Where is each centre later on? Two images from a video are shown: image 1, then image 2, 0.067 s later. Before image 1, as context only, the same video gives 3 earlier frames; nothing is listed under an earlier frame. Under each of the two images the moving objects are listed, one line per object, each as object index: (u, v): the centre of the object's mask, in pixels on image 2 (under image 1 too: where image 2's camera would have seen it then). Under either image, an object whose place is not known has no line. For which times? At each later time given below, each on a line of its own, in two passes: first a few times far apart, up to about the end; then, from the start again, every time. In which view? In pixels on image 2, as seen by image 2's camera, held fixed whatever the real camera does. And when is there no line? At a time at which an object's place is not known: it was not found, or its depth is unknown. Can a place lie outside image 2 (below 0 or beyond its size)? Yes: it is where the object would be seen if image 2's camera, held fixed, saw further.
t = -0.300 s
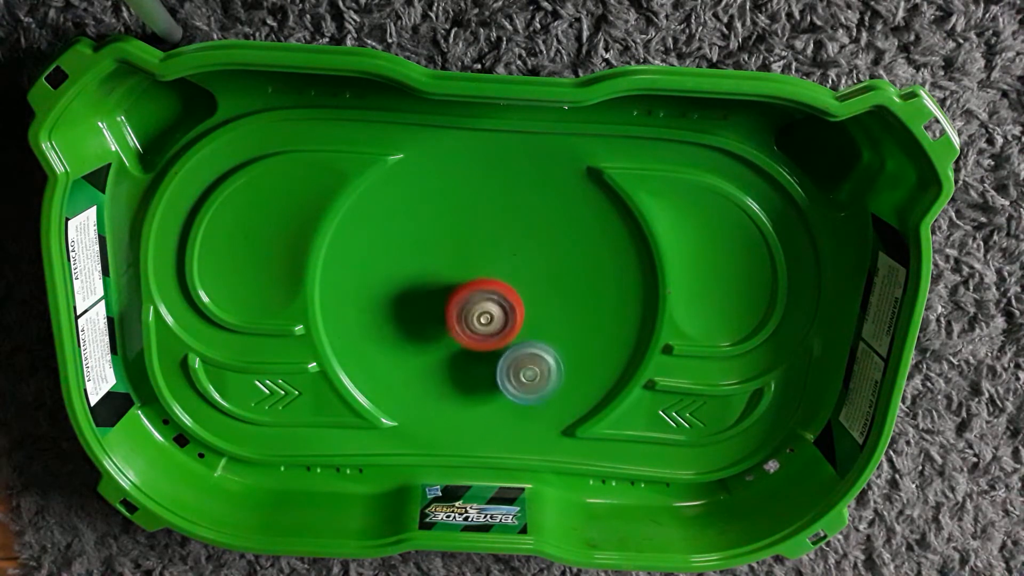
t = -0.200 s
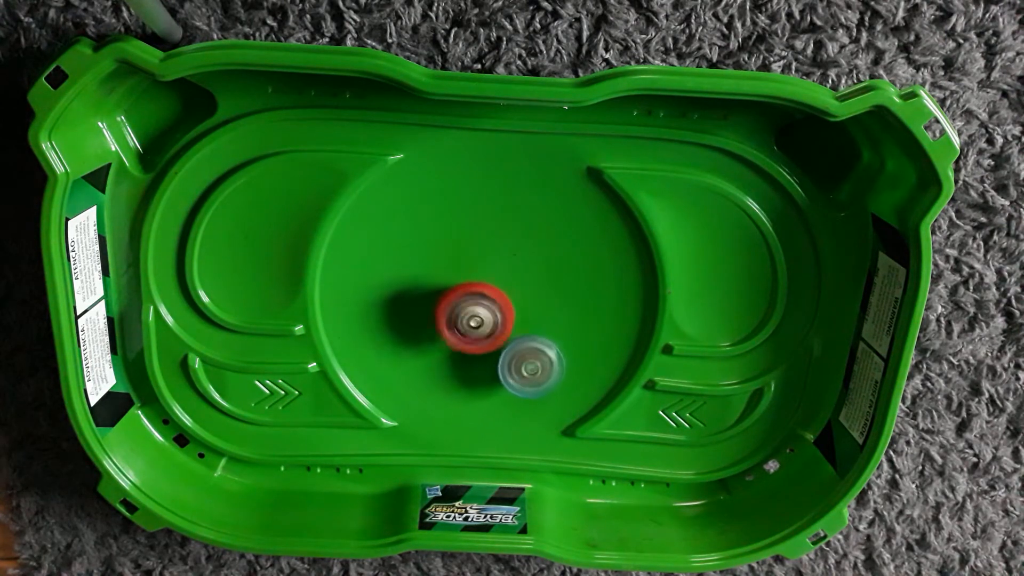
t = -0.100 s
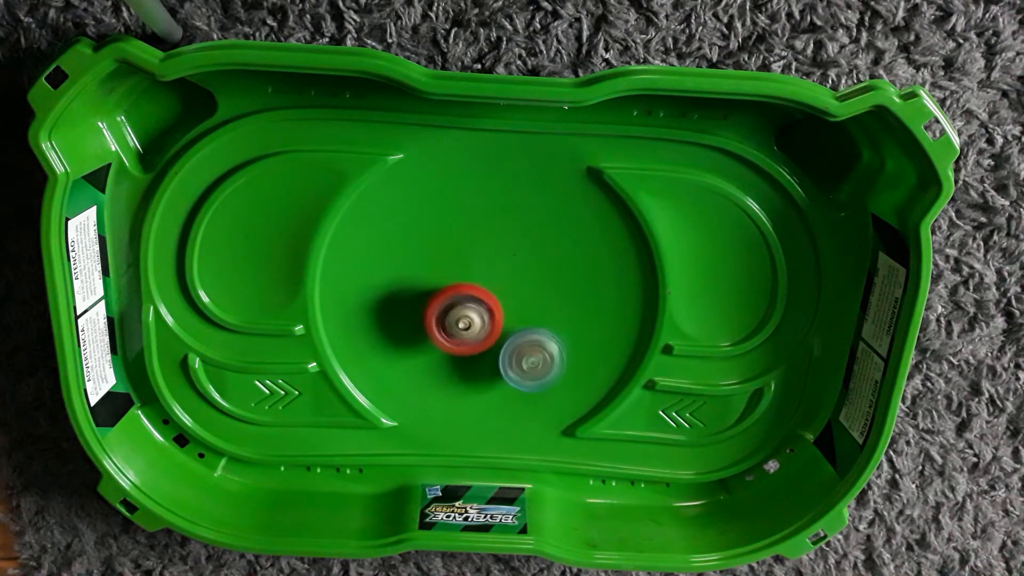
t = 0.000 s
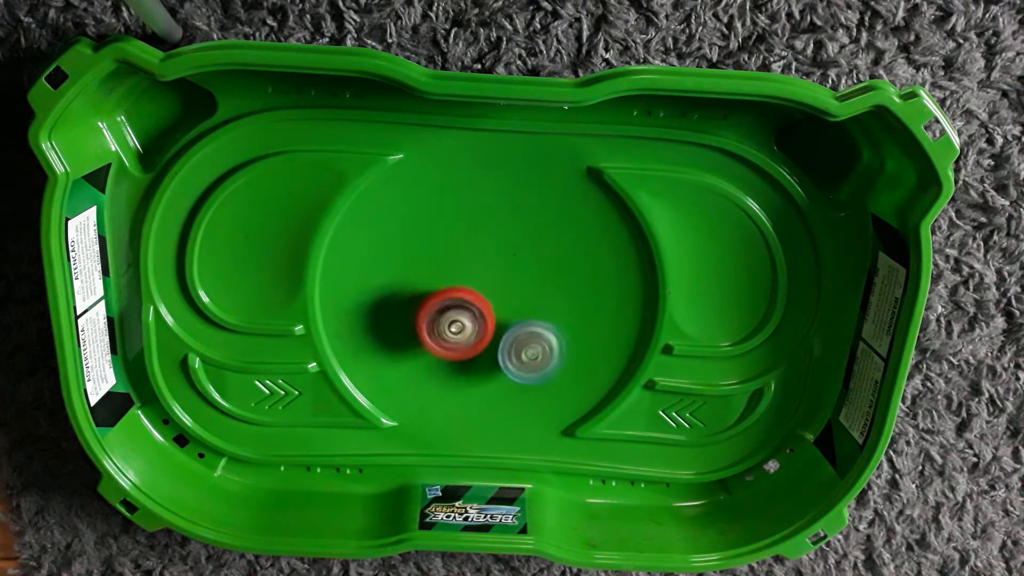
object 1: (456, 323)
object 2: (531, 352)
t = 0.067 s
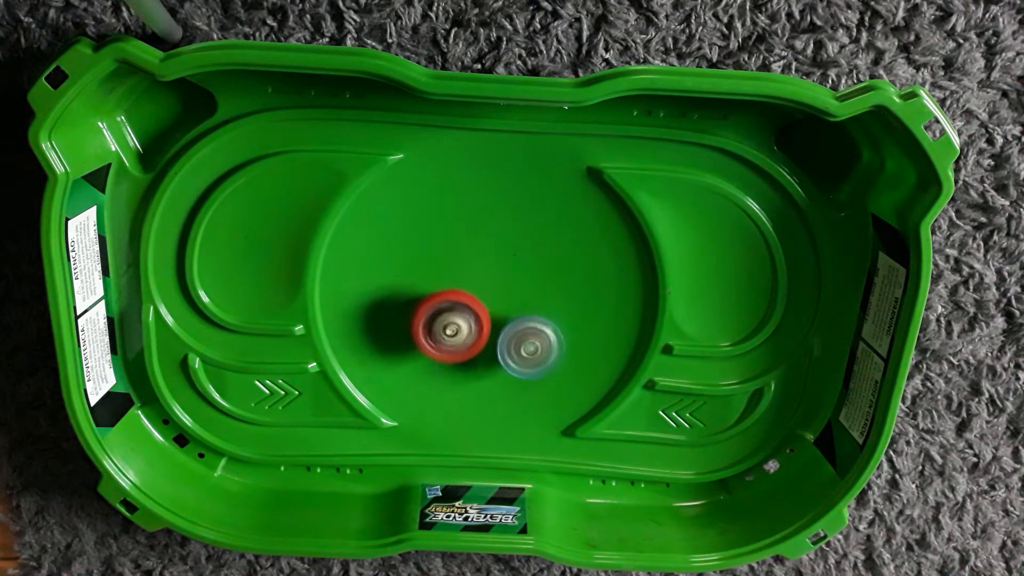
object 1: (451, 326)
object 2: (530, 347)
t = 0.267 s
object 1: (447, 336)
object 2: (524, 328)
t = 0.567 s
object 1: (446, 343)
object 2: (537, 307)
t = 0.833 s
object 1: (470, 341)
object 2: (534, 302)
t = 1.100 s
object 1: (465, 354)
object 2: (535, 300)
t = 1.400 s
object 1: (472, 359)
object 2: (521, 303)
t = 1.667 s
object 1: (470, 368)
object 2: (525, 283)
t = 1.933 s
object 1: (479, 351)
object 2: (517, 288)
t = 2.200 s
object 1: (468, 359)
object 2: (513, 288)
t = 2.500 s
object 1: (465, 368)
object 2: (510, 290)
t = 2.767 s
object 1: (460, 381)
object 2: (515, 282)
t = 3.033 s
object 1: (474, 360)
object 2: (512, 290)
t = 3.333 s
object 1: (466, 355)
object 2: (507, 289)
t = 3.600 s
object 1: (467, 360)
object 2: (498, 287)
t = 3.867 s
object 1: (471, 361)
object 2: (493, 289)
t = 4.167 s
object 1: (488, 371)
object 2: (498, 273)
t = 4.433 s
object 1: (501, 357)
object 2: (501, 276)
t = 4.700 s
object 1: (493, 364)
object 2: (494, 280)
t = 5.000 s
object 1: (491, 361)
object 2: (480, 290)
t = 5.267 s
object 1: (487, 370)
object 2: (477, 285)
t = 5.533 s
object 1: (490, 361)
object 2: (471, 287)
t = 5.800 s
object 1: (496, 355)
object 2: (471, 288)
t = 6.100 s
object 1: (498, 362)
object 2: (479, 289)
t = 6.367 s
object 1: (518, 373)
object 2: (470, 292)
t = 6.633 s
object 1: (510, 357)
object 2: (467, 291)
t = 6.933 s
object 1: (493, 353)
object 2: (458, 278)
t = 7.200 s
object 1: (488, 367)
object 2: (460, 291)
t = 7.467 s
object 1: (492, 359)
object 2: (444, 300)
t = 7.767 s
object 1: (503, 345)
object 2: (441, 296)
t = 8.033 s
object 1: (521, 330)
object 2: (435, 303)
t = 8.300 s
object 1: (514, 315)
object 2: (431, 310)
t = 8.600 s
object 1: (511, 323)
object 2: (426, 325)
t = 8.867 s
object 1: (519, 328)
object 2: (438, 340)
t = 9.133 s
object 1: (521, 334)
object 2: (443, 354)
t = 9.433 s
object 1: (515, 327)
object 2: (445, 350)
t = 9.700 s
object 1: (520, 316)
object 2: (440, 340)
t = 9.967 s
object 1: (515, 316)
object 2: (446, 340)
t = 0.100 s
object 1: (449, 328)
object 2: (528, 344)
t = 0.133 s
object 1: (448, 329)
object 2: (527, 341)
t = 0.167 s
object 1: (447, 331)
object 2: (527, 337)
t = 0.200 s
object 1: (446, 333)
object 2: (525, 334)
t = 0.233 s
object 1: (447, 334)
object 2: (524, 331)
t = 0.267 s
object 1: (447, 336)
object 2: (524, 328)
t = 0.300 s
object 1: (447, 337)
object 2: (524, 326)
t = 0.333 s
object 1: (445, 340)
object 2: (526, 324)
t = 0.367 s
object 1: (443, 340)
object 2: (527, 322)
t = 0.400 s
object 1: (441, 341)
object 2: (529, 318)
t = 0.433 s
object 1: (442, 342)
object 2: (531, 317)
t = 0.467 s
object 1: (440, 341)
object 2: (533, 314)
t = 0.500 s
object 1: (441, 342)
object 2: (535, 312)
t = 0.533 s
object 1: (444, 342)
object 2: (537, 308)
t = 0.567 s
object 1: (446, 343)
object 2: (537, 307)
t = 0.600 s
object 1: (449, 342)
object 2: (538, 306)
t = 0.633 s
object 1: (451, 342)
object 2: (537, 305)
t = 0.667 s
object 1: (455, 341)
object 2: (536, 304)
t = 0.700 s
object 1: (459, 340)
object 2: (536, 303)
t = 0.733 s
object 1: (463, 340)
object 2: (534, 303)
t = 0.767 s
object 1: (467, 339)
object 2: (534, 303)
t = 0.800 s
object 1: (468, 341)
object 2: (535, 303)
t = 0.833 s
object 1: (470, 341)
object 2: (534, 302)
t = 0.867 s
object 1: (468, 345)
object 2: (537, 301)
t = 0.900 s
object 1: (468, 346)
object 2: (536, 301)
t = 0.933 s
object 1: (465, 347)
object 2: (537, 299)
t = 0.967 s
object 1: (466, 350)
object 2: (537, 299)
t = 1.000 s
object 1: (465, 350)
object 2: (538, 299)
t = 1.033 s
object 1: (465, 352)
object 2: (537, 299)
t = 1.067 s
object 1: (465, 354)
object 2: (536, 301)
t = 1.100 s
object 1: (465, 354)
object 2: (535, 300)
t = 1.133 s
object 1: (466, 356)
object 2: (533, 303)
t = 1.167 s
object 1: (466, 354)
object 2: (531, 304)
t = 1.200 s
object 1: (467, 355)
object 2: (528, 304)
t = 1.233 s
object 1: (469, 355)
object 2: (526, 306)
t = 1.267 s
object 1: (470, 356)
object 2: (526, 305)
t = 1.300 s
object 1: (470, 357)
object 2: (527, 305)
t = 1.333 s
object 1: (470, 357)
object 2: (523, 304)
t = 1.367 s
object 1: (469, 360)
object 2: (523, 302)
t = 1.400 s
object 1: (472, 359)
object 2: (521, 303)
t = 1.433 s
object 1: (469, 362)
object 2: (523, 298)
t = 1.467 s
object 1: (470, 365)
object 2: (523, 294)
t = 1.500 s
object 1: (468, 365)
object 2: (523, 292)
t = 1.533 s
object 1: (467, 368)
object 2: (525, 290)
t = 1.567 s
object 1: (469, 368)
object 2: (525, 288)
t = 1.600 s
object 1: (468, 368)
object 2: (526, 286)
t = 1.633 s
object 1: (469, 369)
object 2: (525, 284)
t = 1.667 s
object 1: (470, 368)
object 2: (525, 283)
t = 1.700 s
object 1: (470, 368)
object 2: (525, 282)
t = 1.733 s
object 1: (472, 367)
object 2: (524, 282)
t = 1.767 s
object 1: (473, 364)
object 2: (524, 282)
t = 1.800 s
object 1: (473, 363)
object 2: (522, 283)
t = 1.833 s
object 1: (475, 360)
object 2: (521, 284)
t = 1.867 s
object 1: (477, 356)
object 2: (519, 285)
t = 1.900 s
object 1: (478, 353)
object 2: (517, 287)
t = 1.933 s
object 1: (479, 351)
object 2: (517, 288)
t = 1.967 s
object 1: (480, 352)
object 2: (518, 287)
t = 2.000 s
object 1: (480, 351)
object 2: (516, 287)
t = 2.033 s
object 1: (477, 354)
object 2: (517, 285)
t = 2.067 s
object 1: (475, 355)
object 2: (518, 286)
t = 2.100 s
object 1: (474, 356)
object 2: (515, 286)
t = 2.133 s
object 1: (470, 358)
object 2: (516, 286)
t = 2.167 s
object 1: (470, 360)
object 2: (517, 287)
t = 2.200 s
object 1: (468, 359)
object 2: (513, 288)
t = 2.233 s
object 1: (467, 361)
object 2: (515, 288)
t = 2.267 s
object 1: (466, 360)
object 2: (512, 291)
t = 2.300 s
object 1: (467, 361)
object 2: (512, 291)
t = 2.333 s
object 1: (465, 360)
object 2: (511, 292)
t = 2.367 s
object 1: (466, 360)
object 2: (509, 294)
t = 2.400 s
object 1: (466, 358)
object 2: (506, 295)
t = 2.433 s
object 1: (466, 360)
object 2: (505, 295)
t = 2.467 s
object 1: (465, 366)
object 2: (510, 292)
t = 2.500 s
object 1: (465, 368)
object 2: (510, 290)
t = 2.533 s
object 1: (461, 369)
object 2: (510, 286)
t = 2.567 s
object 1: (460, 375)
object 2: (512, 285)
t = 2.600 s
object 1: (460, 376)
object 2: (512, 284)
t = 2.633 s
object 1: (459, 378)
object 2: (512, 282)
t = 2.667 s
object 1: (459, 380)
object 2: (514, 281)
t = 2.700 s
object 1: (460, 382)
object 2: (513, 281)
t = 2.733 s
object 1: (461, 380)
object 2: (515, 281)
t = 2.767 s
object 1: (460, 381)
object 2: (515, 282)
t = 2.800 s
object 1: (463, 379)
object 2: (515, 283)
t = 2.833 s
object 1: (464, 376)
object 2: (514, 283)
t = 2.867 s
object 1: (466, 373)
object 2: (515, 286)
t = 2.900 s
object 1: (467, 370)
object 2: (513, 289)
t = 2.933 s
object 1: (471, 366)
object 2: (511, 290)
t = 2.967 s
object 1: (471, 361)
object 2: (511, 291)
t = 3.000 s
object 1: (473, 357)
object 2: (509, 294)
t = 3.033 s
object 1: (474, 360)
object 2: (512, 290)
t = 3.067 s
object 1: (474, 361)
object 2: (512, 288)
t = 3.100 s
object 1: (473, 359)
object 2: (512, 288)
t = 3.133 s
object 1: (469, 360)
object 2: (510, 288)
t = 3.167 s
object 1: (469, 361)
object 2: (510, 288)
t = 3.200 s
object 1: (469, 359)
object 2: (510, 287)
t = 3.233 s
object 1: (467, 359)
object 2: (510, 288)
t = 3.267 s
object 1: (467, 358)
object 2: (508, 288)
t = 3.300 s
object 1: (467, 356)
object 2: (508, 289)
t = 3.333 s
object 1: (466, 355)
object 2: (507, 289)
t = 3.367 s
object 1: (467, 354)
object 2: (506, 291)
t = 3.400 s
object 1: (468, 354)
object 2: (505, 290)
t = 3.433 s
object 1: (468, 355)
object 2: (504, 290)
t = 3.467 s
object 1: (467, 356)
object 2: (501, 289)
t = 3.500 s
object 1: (466, 356)
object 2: (501, 289)
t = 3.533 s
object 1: (467, 358)
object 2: (499, 290)
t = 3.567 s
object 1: (468, 358)
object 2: (496, 290)
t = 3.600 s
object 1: (467, 360)
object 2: (498, 287)
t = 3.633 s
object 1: (466, 362)
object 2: (499, 288)
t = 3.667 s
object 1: (467, 364)
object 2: (495, 288)
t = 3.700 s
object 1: (467, 363)
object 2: (496, 287)
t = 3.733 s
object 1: (466, 365)
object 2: (496, 287)
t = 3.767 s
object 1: (468, 365)
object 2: (495, 287)
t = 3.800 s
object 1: (468, 363)
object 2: (495, 287)
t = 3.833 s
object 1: (469, 363)
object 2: (494, 289)
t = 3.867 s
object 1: (471, 361)
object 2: (493, 289)
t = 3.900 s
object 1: (472, 360)
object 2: (493, 290)
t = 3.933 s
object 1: (476, 365)
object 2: (495, 283)
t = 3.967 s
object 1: (480, 366)
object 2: (495, 281)
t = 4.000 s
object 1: (480, 368)
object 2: (494, 279)
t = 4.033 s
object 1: (480, 370)
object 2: (495, 277)
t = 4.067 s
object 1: (481, 374)
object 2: (495, 275)
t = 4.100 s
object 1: (488, 374)
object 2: (496, 274)
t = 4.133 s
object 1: (489, 371)
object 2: (497, 273)
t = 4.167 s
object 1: (488, 371)
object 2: (498, 273)
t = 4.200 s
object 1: (490, 371)
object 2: (499, 273)
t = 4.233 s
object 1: (494, 370)
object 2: (500, 274)
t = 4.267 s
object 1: (497, 365)
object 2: (500, 276)
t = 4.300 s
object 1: (495, 360)
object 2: (500, 278)
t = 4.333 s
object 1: (494, 358)
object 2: (499, 280)
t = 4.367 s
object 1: (497, 356)
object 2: (499, 281)
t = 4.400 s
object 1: (498, 354)
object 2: (500, 279)
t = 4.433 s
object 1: (501, 357)
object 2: (501, 276)
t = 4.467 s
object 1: (503, 357)
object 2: (501, 276)
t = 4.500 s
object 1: (499, 356)
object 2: (498, 277)
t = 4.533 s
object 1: (495, 360)
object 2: (497, 274)
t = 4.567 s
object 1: (497, 364)
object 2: (499, 275)
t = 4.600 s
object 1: (499, 363)
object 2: (496, 277)
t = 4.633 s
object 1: (498, 362)
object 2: (494, 276)
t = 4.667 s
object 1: (495, 362)
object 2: (494, 276)
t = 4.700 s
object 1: (493, 364)
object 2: (494, 280)
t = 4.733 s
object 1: (496, 366)
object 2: (491, 281)
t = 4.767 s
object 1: (497, 363)
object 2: (490, 282)
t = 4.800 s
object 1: (494, 361)
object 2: (490, 283)
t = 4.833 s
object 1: (493, 360)
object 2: (487, 286)
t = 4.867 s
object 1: (493, 360)
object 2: (483, 288)
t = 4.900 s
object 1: (493, 359)
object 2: (482, 287)
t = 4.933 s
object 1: (493, 359)
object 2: (482, 287)
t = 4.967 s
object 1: (492, 360)
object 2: (482, 287)
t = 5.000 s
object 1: (491, 361)
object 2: (480, 290)
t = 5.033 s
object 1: (489, 364)
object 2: (477, 288)
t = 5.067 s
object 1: (489, 367)
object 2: (476, 285)
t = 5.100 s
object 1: (490, 368)
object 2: (478, 284)
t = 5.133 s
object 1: (488, 367)
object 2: (477, 286)
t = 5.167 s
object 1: (485, 369)
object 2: (475, 285)
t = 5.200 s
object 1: (487, 371)
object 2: (475, 283)
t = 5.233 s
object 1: (487, 370)
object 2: (477, 284)
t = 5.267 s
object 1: (487, 370)
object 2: (477, 285)
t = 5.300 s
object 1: (486, 368)
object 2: (476, 285)
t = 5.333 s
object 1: (485, 367)
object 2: (476, 286)
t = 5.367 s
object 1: (486, 367)
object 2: (477, 288)
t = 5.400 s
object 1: (486, 363)
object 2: (477, 290)
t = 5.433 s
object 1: (488, 365)
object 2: (475, 286)
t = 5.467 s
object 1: (491, 366)
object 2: (476, 286)
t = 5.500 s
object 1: (492, 363)
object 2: (475, 287)
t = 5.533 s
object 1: (490, 361)
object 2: (471, 287)
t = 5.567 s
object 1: (489, 362)
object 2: (472, 285)
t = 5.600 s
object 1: (490, 363)
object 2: (473, 285)
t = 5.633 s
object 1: (493, 362)
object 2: (472, 288)
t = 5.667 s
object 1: (494, 358)
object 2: (470, 288)
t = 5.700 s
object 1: (493, 357)
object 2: (470, 284)
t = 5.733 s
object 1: (493, 357)
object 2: (473, 284)
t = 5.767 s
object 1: (495, 357)
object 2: (474, 287)
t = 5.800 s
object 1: (496, 355)
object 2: (471, 288)
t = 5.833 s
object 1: (496, 356)
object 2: (471, 286)
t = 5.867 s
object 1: (496, 355)
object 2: (473, 285)
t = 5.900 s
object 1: (495, 357)
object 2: (476, 285)
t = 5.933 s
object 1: (497, 360)
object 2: (477, 286)
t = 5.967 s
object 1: (500, 360)
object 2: (477, 287)
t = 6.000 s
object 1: (499, 358)
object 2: (475, 287)
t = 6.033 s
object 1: (496, 358)
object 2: (475, 286)
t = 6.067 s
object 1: (496, 361)
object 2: (476, 287)
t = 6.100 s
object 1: (498, 362)
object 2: (479, 289)
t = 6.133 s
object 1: (501, 360)
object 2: (478, 293)
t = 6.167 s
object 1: (504, 363)
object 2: (476, 290)
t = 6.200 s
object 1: (509, 364)
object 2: (475, 288)
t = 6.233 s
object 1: (509, 365)
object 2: (477, 289)
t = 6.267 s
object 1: (510, 369)
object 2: (477, 293)
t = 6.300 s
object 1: (511, 371)
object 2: (472, 294)
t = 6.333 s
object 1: (514, 373)
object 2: (470, 294)
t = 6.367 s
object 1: (518, 373)
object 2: (470, 292)
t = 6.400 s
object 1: (518, 369)
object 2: (472, 292)
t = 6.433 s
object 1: (516, 368)
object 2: (474, 295)
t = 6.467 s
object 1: (514, 368)
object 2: (471, 298)
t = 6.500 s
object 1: (515, 366)
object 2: (467, 299)
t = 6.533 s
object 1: (514, 363)
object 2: (466, 297)
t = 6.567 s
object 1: (513, 359)
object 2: (467, 297)
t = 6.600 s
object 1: (510, 356)
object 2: (468, 296)
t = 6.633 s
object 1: (510, 357)
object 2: (467, 291)
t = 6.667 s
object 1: (512, 357)
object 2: (464, 289)
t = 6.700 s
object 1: (512, 354)
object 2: (460, 288)
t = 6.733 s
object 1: (508, 352)
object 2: (456, 286)
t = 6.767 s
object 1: (503, 353)
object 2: (455, 280)
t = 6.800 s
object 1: (500, 356)
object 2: (458, 279)
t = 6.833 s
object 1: (501, 357)
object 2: (458, 279)
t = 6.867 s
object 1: (500, 356)
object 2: (458, 278)
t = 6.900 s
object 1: (498, 354)
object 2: (457, 278)
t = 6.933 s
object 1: (493, 353)
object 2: (458, 278)
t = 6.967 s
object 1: (488, 355)
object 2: (457, 279)
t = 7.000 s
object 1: (487, 358)
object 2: (457, 280)
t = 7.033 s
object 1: (488, 360)
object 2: (458, 282)
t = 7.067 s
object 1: (488, 357)
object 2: (460, 286)
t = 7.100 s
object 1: (486, 359)
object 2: (459, 288)
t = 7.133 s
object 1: (485, 363)
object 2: (458, 287)
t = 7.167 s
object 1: (486, 366)
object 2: (459, 288)
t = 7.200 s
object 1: (488, 367)
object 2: (460, 291)
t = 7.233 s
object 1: (489, 366)
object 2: (457, 294)
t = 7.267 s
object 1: (489, 367)
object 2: (452, 295)
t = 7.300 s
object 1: (489, 369)
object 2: (450, 293)
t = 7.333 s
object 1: (490, 370)
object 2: (450, 292)
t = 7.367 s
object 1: (493, 369)
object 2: (451, 293)
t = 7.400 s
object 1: (495, 366)
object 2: (450, 296)
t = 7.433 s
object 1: (494, 362)
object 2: (448, 299)
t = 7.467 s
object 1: (492, 359)
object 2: (444, 300)
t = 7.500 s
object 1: (490, 357)
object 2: (442, 299)
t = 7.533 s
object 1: (490, 355)
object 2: (443, 297)
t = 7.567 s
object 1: (492, 353)
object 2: (445, 294)
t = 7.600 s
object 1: (496, 351)
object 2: (446, 294)
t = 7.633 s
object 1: (498, 346)
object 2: (445, 295)
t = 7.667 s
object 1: (497, 343)
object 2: (443, 295)
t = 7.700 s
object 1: (498, 344)
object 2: (441, 296)
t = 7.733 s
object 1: (500, 345)
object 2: (441, 296)
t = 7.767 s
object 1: (503, 345)
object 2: (441, 296)
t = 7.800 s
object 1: (506, 344)
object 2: (441, 297)
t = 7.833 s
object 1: (507, 342)
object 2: (441, 298)
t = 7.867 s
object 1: (507, 341)
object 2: (443, 301)
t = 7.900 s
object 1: (507, 340)
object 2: (442, 304)
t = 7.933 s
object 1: (507, 338)
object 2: (440, 306)
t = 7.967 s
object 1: (511, 337)
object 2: (436, 305)
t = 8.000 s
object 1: (517, 335)
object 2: (434, 302)
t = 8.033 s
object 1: (521, 330)
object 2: (435, 303)
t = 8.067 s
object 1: (520, 325)
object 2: (433, 307)
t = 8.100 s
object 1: (516, 323)
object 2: (431, 309)
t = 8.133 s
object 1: (515, 325)
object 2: (428, 310)
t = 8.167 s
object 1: (517, 326)
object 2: (426, 309)
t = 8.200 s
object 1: (520, 324)
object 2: (427, 308)
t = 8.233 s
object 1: (521, 321)
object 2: (429, 309)
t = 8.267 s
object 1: (519, 318)
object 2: (430, 309)
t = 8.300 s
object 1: (514, 315)
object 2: (431, 310)
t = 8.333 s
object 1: (508, 316)
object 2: (434, 310)
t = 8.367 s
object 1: (508, 319)
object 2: (432, 310)
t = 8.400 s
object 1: (511, 321)
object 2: (433, 309)
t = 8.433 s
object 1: (516, 321)
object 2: (434, 311)
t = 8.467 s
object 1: (517, 319)
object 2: (436, 315)
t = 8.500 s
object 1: (514, 317)
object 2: (437, 319)
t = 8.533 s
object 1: (510, 319)
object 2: (433, 323)
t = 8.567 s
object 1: (510, 321)
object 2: (427, 325)
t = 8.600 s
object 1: (511, 323)
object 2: (426, 325)
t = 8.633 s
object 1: (514, 326)
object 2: (429, 326)
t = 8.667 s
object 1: (517, 327)
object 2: (432, 329)
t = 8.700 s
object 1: (521, 327)
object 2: (434, 334)
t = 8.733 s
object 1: (523, 325)
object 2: (434, 339)
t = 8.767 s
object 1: (523, 323)
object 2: (431, 340)
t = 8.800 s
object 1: (521, 323)
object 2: (431, 339)
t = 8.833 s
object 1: (519, 325)
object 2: (434, 339)
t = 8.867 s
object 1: (519, 328)
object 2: (438, 340)
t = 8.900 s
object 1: (518, 331)
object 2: (442, 343)
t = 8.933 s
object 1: (521, 333)
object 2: (443, 347)
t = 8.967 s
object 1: (523, 334)
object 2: (442, 350)
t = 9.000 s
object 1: (525, 334)
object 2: (440, 351)
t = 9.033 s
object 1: (525, 332)
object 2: (439, 350)
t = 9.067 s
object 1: (522, 332)
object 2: (442, 350)
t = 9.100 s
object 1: (519, 333)
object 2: (446, 352)
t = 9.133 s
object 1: (521, 334)
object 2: (443, 354)
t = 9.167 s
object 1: (523, 332)
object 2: (441, 353)
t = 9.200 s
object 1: (524, 331)
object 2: (440, 351)
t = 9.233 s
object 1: (523, 329)
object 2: (439, 349)
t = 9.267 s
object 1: (521, 328)
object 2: (442, 350)
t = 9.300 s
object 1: (519, 328)
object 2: (443, 352)
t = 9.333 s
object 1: (519, 327)
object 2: (443, 351)
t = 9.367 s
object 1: (517, 326)
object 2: (443, 350)
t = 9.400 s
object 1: (516, 326)
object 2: (443, 350)
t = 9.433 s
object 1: (515, 327)
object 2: (445, 350)
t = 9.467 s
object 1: (515, 326)
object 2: (447, 349)
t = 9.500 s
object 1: (515, 323)
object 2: (445, 350)
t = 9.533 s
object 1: (514, 320)
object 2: (442, 346)
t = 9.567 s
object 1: (512, 320)
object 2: (442, 344)
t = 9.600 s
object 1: (514, 320)
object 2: (441, 340)
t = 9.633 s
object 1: (516, 319)
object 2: (440, 339)
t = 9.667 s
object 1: (518, 317)
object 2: (439, 339)
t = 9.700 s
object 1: (520, 316)
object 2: (440, 340)
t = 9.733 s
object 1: (521, 315)
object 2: (440, 341)
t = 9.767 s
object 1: (521, 313)
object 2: (441, 341)
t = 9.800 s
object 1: (519, 312)
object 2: (441, 340)
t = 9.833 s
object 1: (516, 312)
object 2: (444, 338)
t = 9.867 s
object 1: (515, 313)
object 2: (444, 338)
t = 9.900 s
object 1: (515, 314)
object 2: (444, 339)
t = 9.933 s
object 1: (516, 315)
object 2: (444, 339)
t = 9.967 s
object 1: (515, 316)
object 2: (446, 340)
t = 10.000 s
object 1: (514, 317)
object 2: (445, 338)
